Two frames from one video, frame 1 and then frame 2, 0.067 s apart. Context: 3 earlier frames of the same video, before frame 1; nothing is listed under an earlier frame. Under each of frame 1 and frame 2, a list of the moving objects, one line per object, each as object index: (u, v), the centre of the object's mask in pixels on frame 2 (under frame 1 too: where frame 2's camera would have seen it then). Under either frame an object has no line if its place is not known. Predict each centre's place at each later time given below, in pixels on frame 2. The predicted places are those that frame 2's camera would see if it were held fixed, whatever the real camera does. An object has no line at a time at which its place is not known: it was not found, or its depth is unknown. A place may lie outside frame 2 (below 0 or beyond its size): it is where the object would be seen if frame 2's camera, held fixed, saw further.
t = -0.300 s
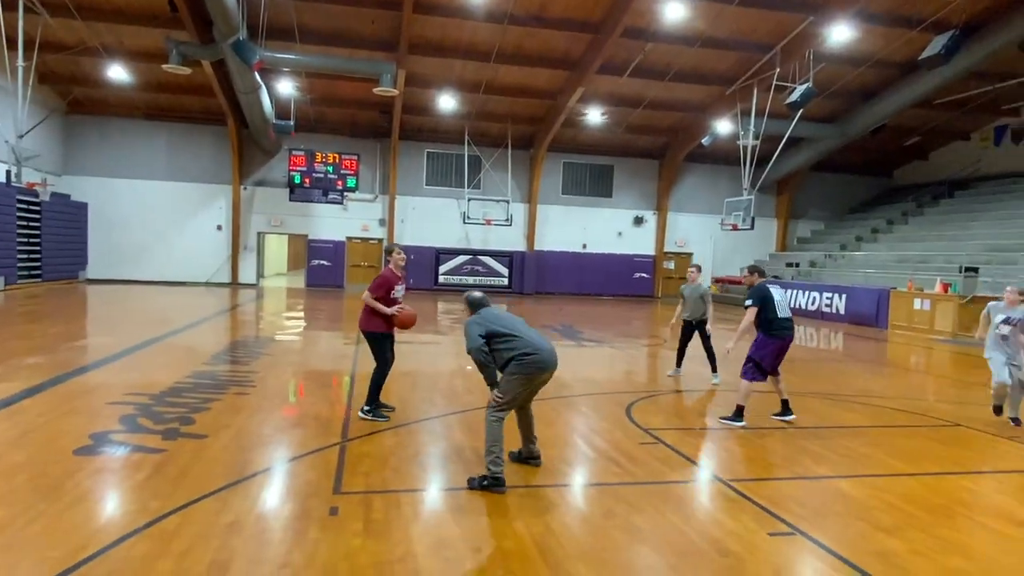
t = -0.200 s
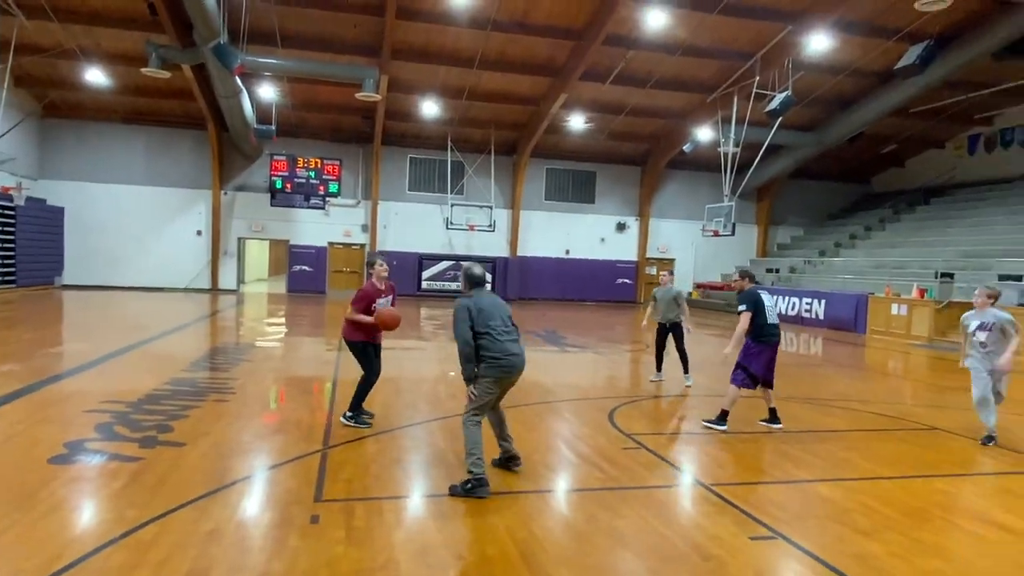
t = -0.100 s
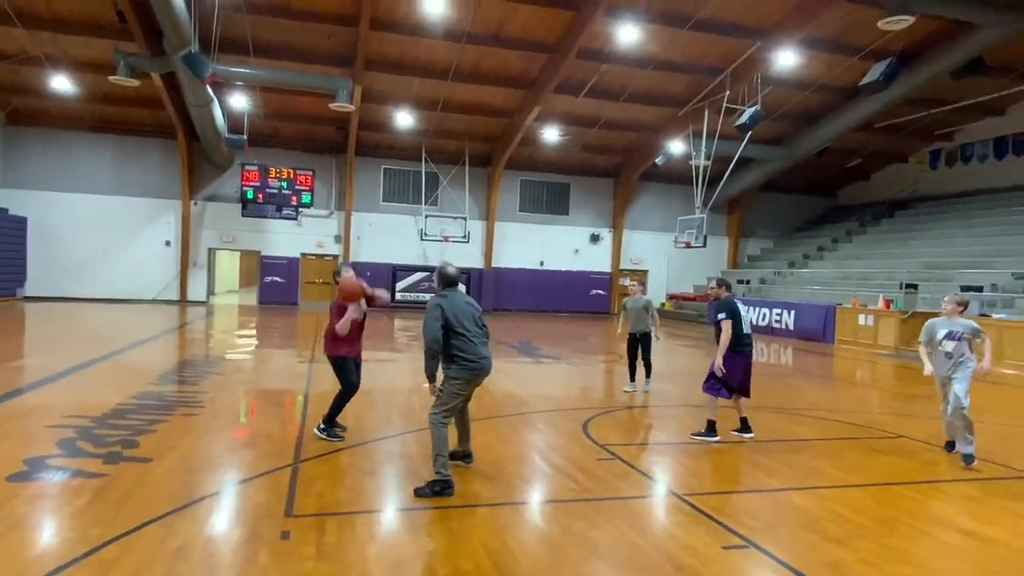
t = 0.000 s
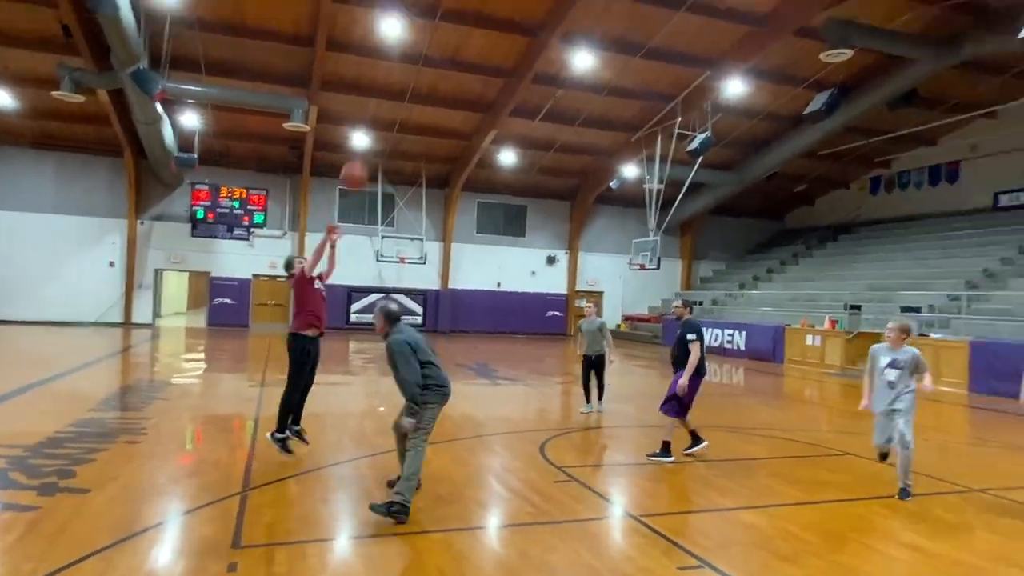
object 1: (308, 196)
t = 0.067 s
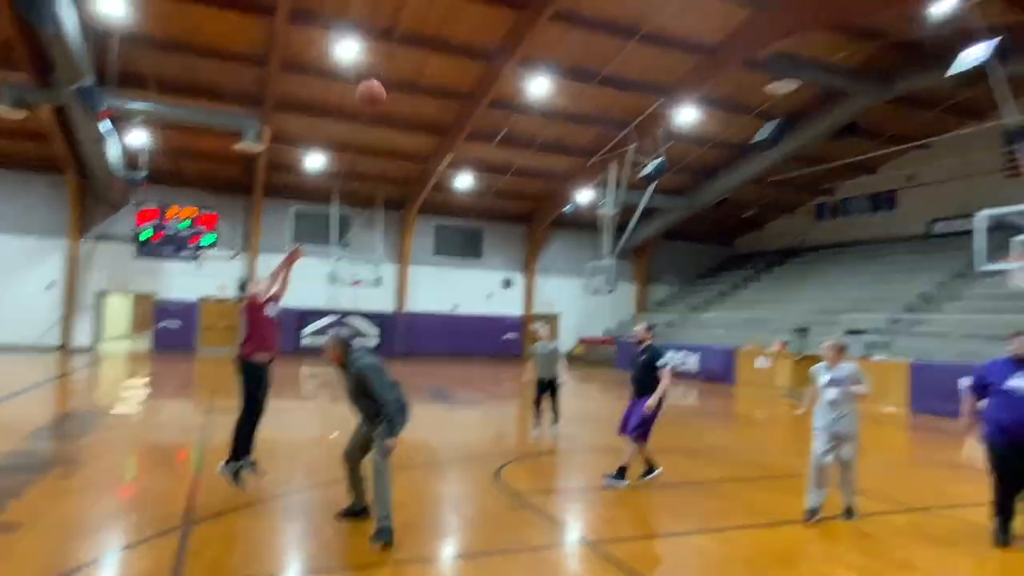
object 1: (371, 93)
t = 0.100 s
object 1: (403, 49)
